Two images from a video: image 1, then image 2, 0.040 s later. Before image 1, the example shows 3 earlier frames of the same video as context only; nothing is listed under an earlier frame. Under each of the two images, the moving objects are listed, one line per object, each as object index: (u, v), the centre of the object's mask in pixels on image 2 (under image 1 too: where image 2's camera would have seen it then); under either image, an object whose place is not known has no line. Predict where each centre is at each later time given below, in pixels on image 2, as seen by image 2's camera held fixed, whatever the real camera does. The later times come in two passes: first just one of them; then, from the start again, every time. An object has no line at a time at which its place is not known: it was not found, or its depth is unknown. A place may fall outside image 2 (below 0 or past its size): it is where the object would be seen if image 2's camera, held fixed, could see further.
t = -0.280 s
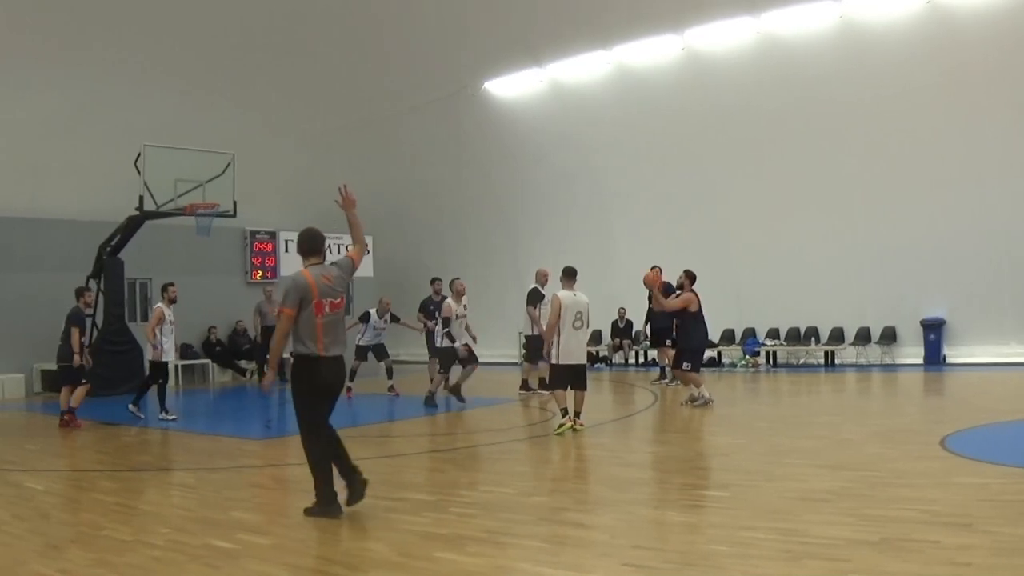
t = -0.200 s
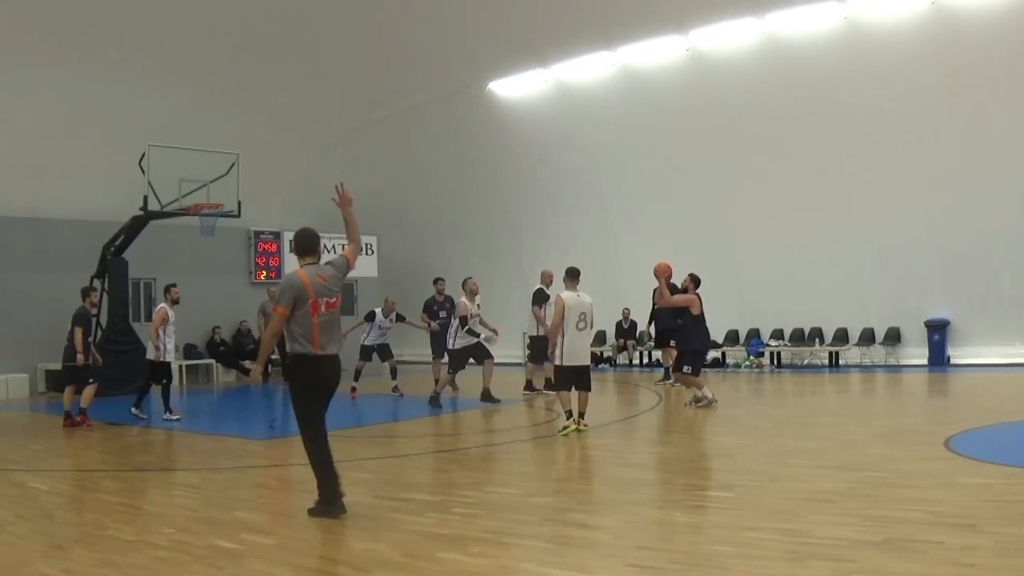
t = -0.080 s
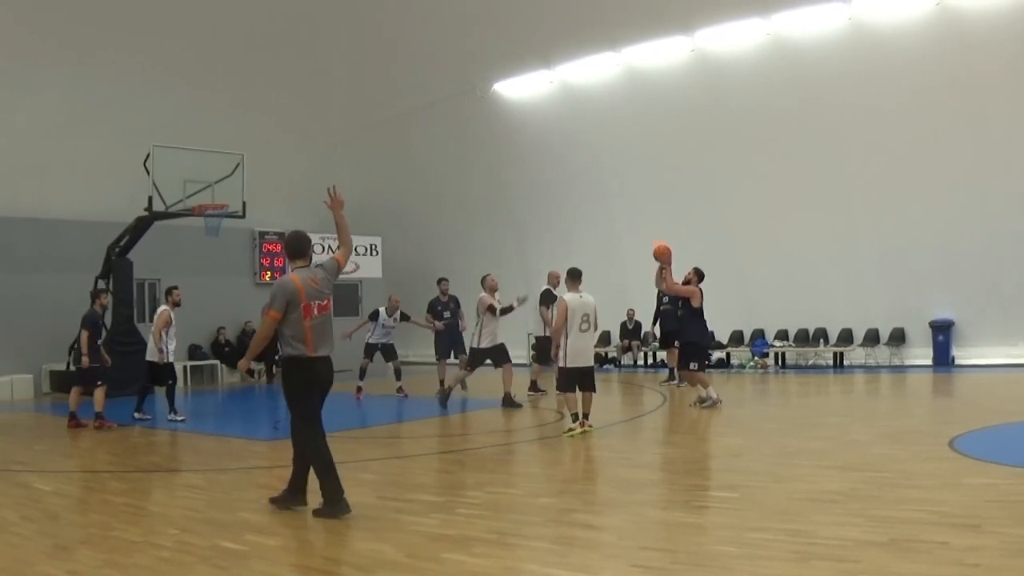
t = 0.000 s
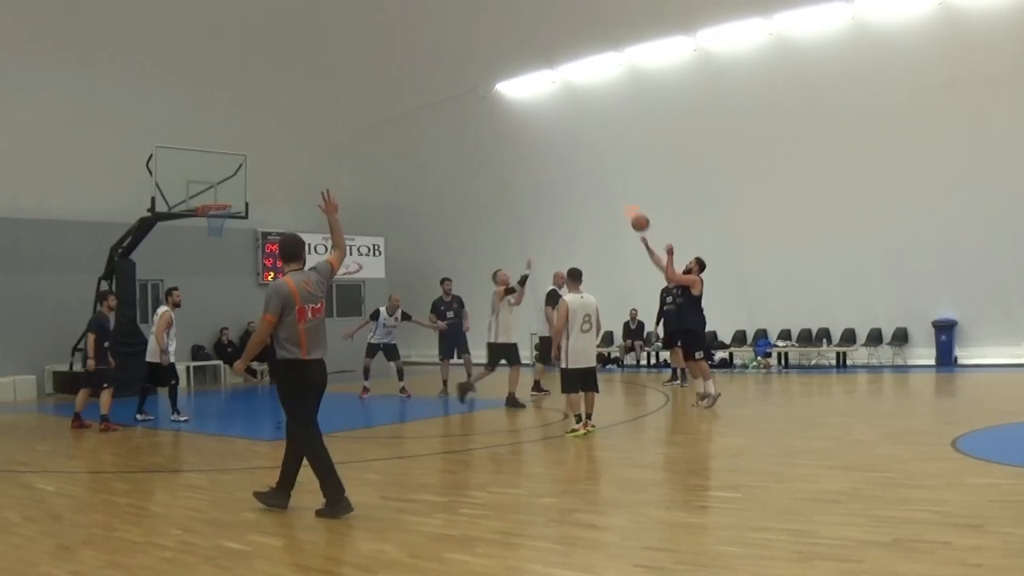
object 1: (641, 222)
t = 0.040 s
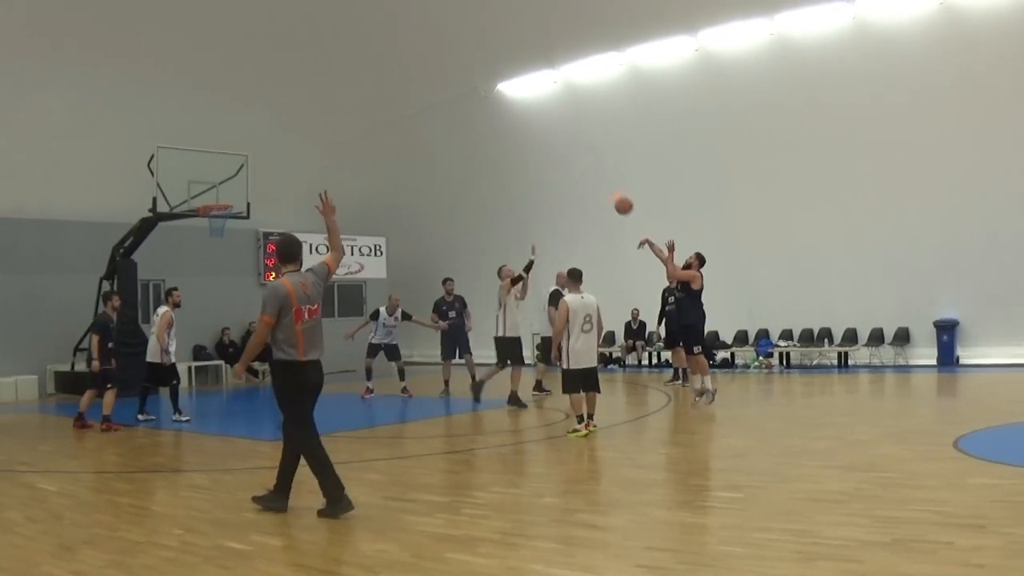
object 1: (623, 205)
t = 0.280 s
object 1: (525, 130)
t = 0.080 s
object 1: (606, 189)
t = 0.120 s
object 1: (589, 174)
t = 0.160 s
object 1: (572, 162)
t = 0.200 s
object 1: (556, 150)
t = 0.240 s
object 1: (540, 139)
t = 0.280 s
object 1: (525, 130)
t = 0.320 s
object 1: (509, 122)
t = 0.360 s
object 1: (495, 116)
